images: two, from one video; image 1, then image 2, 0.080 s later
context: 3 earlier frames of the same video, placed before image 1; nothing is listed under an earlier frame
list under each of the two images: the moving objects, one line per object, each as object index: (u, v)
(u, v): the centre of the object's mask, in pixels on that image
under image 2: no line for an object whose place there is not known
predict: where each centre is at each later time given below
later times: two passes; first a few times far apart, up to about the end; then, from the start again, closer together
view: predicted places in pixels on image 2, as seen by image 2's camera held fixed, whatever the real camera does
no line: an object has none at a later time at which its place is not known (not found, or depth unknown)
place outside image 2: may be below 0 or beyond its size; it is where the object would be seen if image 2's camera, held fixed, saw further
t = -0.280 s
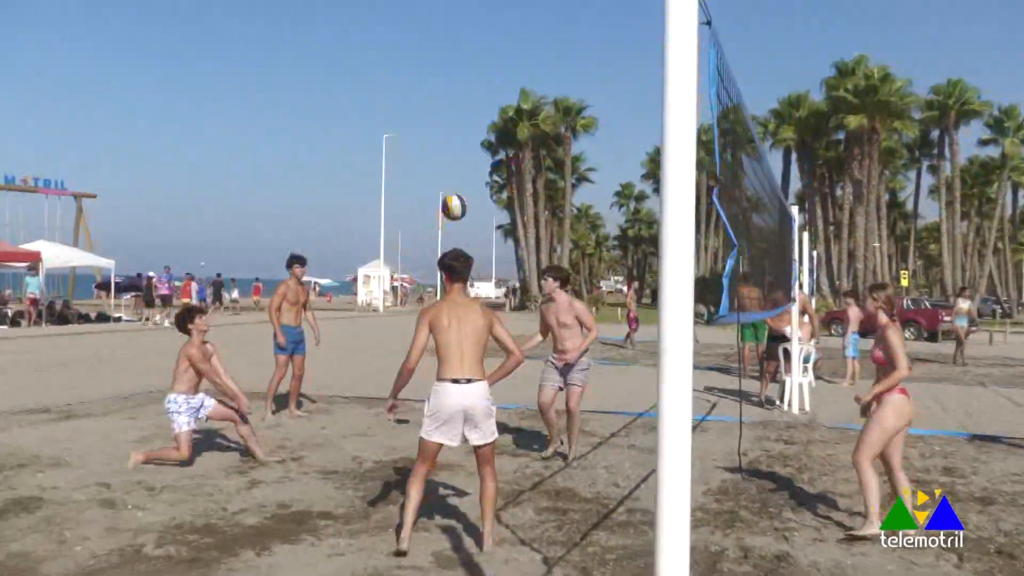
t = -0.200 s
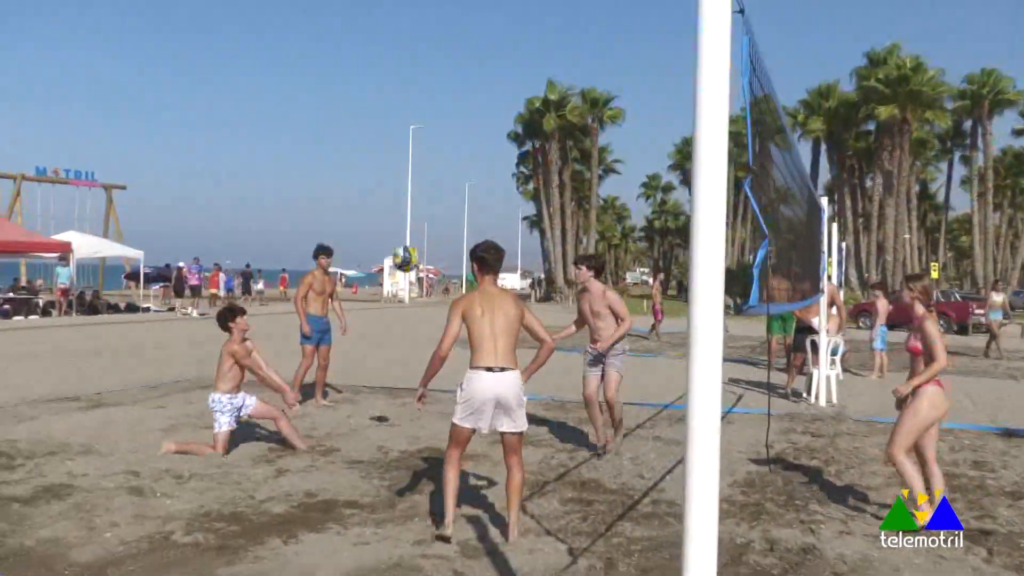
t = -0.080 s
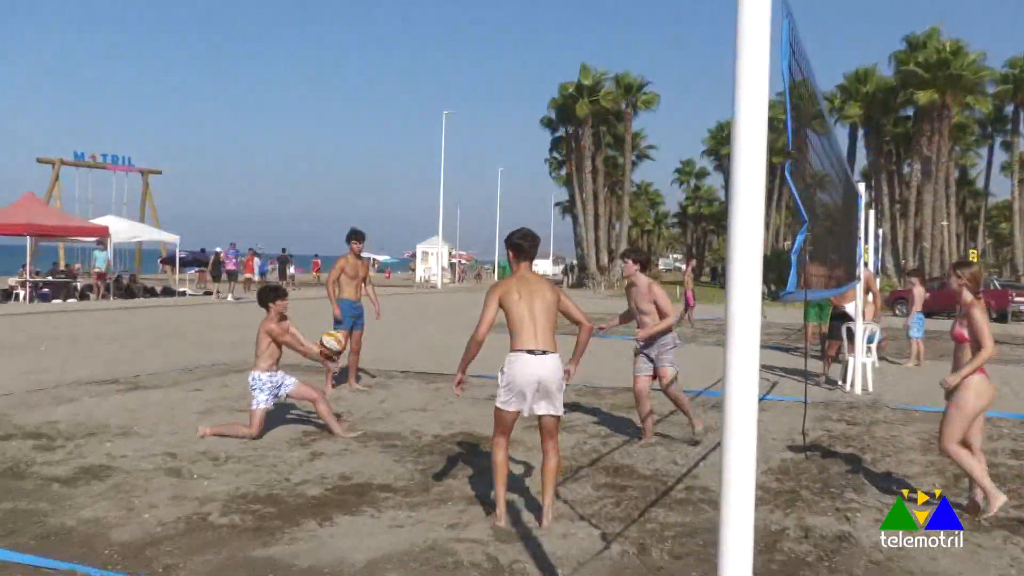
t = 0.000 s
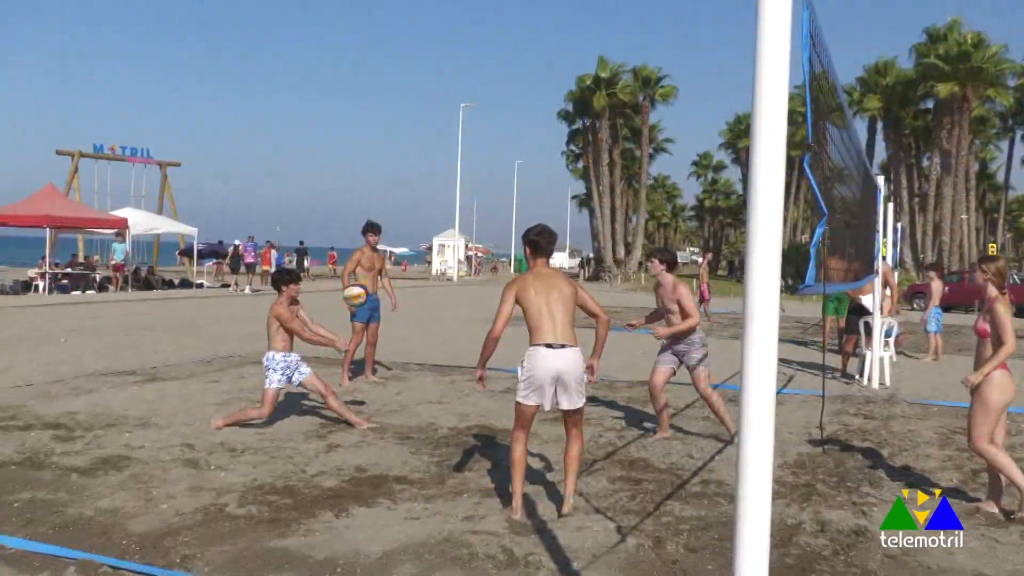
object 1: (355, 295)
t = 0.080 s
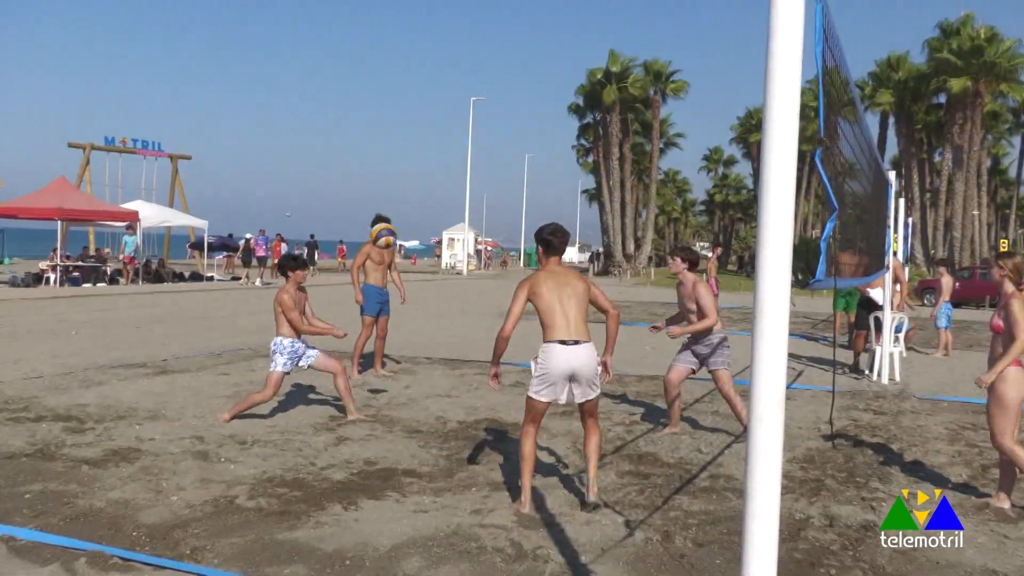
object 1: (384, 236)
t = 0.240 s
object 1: (423, 145)
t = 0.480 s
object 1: (487, 62)
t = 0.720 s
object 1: (560, 54)
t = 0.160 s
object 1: (404, 187)
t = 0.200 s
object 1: (414, 165)
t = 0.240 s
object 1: (423, 145)
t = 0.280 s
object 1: (433, 127)
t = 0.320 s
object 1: (443, 110)
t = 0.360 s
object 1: (454, 96)
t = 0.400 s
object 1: (465, 82)
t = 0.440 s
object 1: (476, 71)
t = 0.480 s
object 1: (487, 62)
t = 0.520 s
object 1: (499, 55)
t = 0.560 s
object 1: (511, 50)
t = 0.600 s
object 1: (522, 47)
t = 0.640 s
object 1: (534, 47)
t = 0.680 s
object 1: (546, 49)
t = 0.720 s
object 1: (560, 54)
